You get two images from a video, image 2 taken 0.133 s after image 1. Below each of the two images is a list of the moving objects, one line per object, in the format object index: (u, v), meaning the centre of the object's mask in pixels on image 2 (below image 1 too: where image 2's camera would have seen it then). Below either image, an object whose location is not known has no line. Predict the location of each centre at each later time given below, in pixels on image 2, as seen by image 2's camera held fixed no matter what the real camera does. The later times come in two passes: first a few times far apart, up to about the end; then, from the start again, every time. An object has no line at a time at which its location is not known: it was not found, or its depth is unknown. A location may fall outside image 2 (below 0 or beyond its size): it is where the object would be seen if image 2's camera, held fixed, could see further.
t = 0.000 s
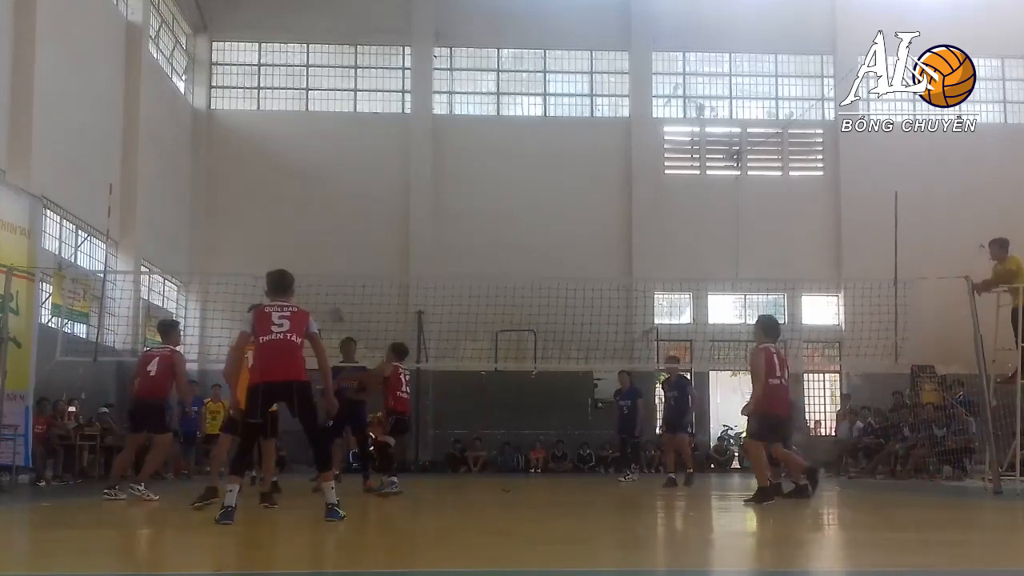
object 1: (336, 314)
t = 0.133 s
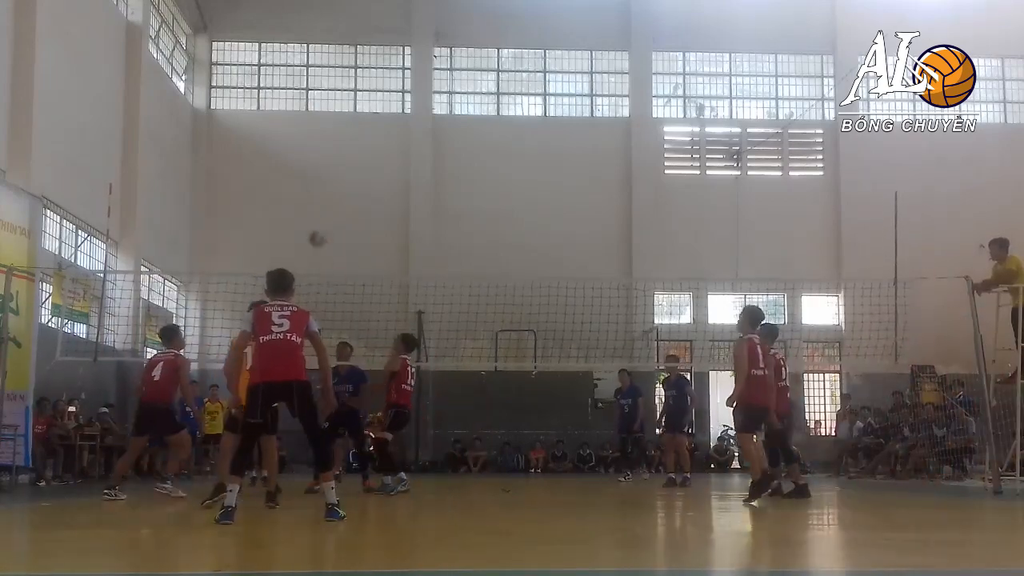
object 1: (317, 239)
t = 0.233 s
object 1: (300, 192)
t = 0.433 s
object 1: (268, 125)
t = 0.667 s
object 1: (229, 91)
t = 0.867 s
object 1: (195, 98)
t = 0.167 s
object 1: (311, 223)
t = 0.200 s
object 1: (305, 207)
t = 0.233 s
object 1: (300, 192)
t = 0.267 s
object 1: (295, 179)
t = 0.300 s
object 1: (289, 166)
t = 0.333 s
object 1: (284, 155)
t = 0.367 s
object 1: (278, 143)
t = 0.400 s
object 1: (273, 134)
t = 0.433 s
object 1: (268, 125)
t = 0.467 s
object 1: (262, 118)
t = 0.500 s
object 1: (257, 111)
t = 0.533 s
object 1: (251, 105)
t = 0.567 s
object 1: (246, 99)
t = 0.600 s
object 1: (241, 96)
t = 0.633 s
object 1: (235, 93)
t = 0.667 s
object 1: (229, 91)
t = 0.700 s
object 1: (224, 90)
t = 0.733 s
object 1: (218, 89)
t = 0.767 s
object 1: (213, 91)
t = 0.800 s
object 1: (207, 92)
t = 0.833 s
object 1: (201, 95)
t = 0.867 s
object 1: (195, 98)
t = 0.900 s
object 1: (190, 103)
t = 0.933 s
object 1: (184, 110)
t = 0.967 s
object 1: (177, 116)
